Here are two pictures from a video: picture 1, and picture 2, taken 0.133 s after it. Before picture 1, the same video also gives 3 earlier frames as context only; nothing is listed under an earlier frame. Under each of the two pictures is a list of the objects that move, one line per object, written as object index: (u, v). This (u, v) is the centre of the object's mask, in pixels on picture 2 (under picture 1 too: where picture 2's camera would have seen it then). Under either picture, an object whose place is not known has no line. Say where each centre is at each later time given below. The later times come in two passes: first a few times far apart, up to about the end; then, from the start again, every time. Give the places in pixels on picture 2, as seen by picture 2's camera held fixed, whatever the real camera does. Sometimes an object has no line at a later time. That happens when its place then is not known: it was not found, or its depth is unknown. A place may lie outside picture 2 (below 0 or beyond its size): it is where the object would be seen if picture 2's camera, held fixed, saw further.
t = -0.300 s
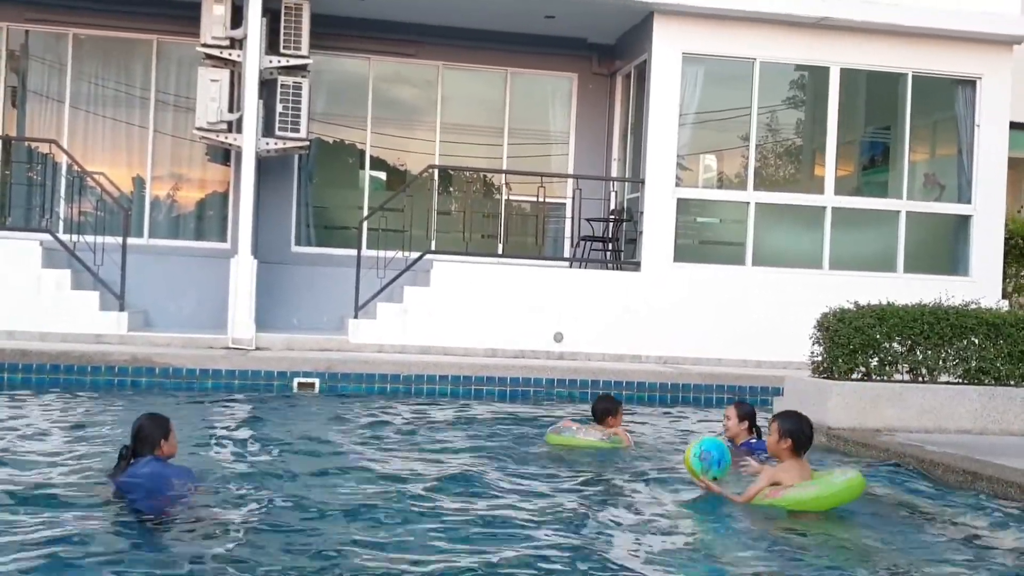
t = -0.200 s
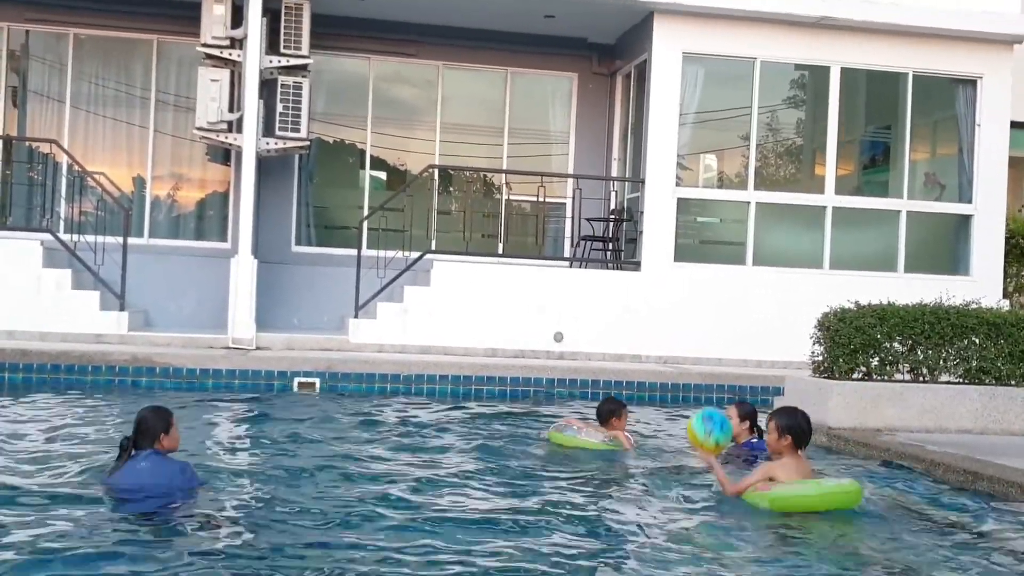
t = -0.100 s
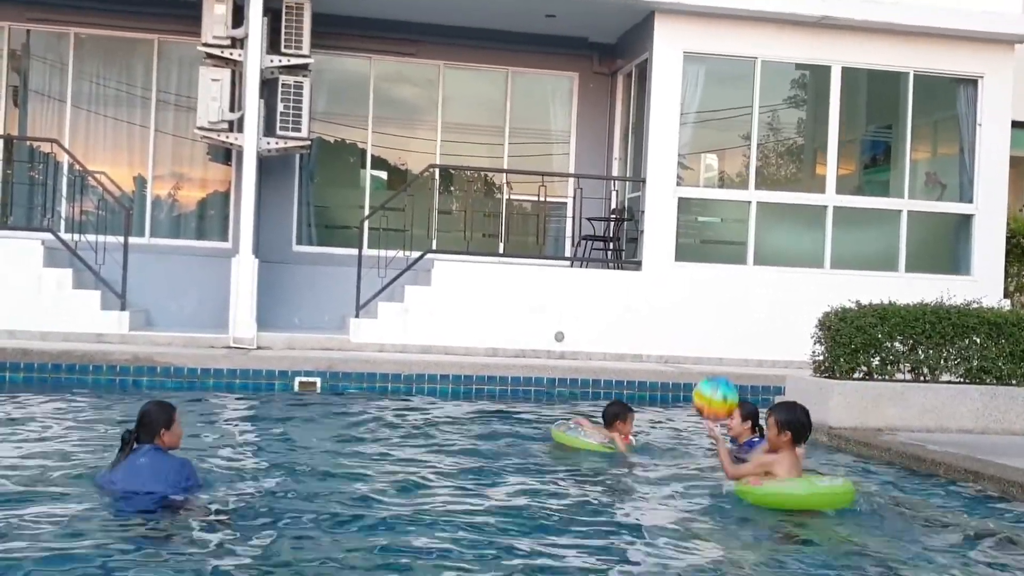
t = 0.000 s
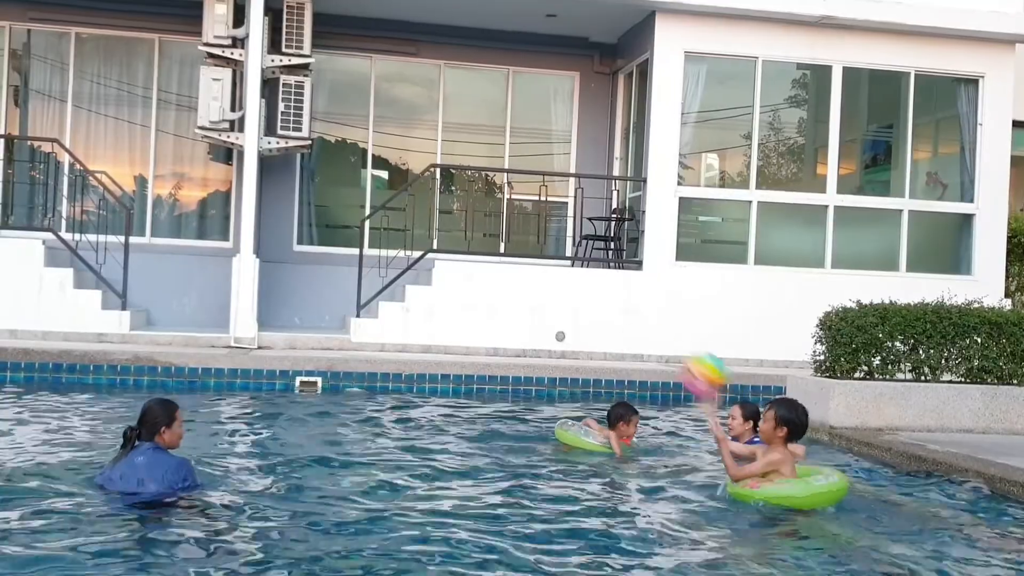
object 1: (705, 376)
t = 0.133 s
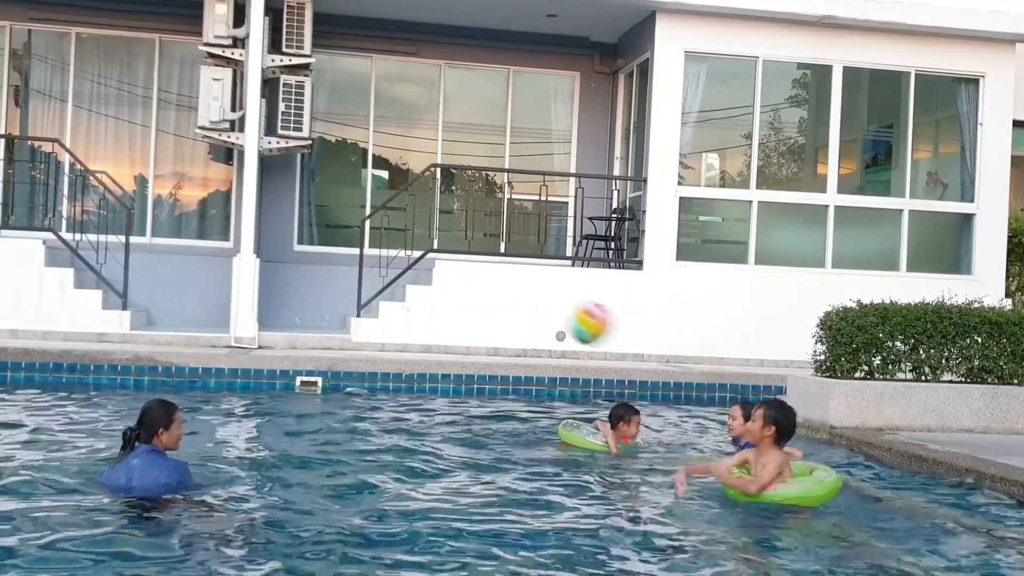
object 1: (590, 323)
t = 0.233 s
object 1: (511, 303)
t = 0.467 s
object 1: (343, 339)
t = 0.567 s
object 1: (276, 383)
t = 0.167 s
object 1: (561, 315)
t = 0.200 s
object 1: (536, 308)
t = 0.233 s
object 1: (511, 303)
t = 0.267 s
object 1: (487, 301)
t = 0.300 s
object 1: (463, 303)
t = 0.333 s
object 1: (441, 307)
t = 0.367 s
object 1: (416, 313)
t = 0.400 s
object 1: (392, 320)
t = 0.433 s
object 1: (365, 329)
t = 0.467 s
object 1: (343, 339)
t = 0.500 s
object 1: (321, 351)
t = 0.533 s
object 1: (300, 366)
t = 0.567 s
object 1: (276, 383)
